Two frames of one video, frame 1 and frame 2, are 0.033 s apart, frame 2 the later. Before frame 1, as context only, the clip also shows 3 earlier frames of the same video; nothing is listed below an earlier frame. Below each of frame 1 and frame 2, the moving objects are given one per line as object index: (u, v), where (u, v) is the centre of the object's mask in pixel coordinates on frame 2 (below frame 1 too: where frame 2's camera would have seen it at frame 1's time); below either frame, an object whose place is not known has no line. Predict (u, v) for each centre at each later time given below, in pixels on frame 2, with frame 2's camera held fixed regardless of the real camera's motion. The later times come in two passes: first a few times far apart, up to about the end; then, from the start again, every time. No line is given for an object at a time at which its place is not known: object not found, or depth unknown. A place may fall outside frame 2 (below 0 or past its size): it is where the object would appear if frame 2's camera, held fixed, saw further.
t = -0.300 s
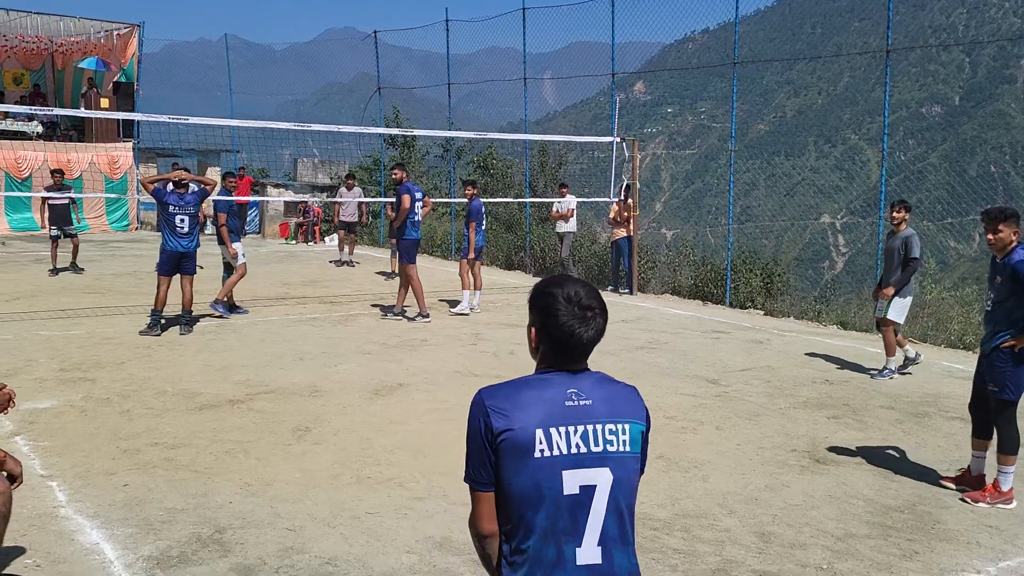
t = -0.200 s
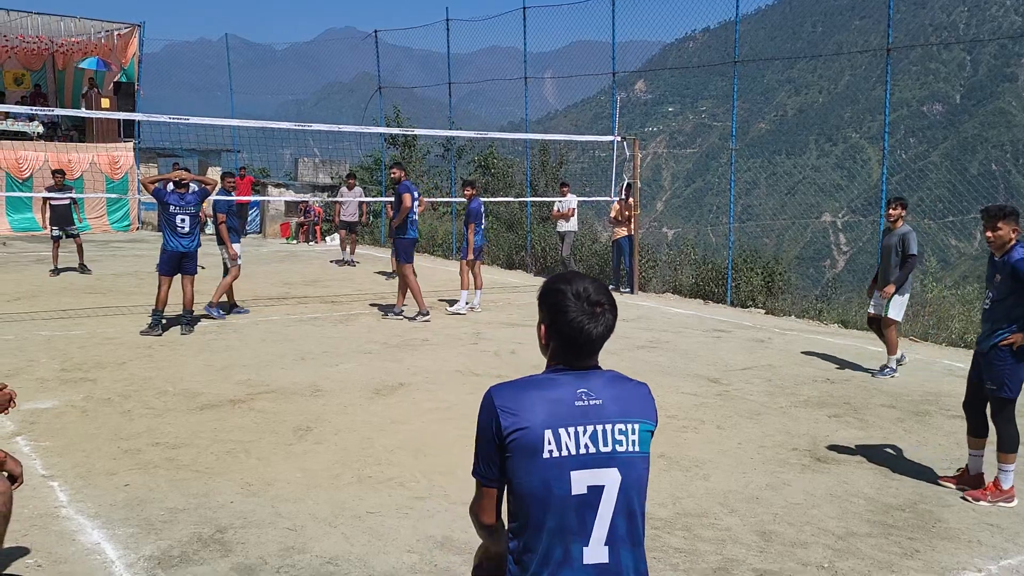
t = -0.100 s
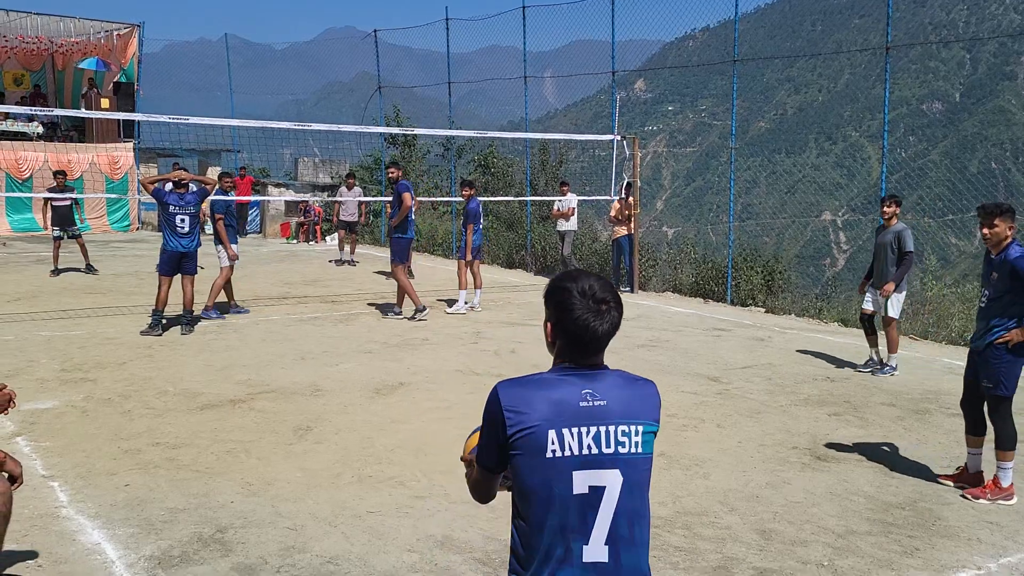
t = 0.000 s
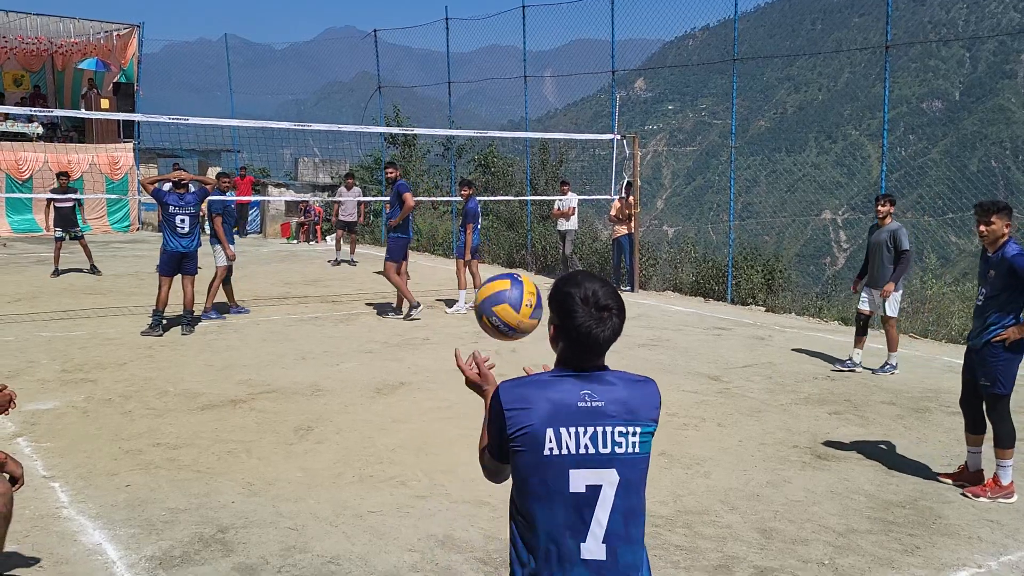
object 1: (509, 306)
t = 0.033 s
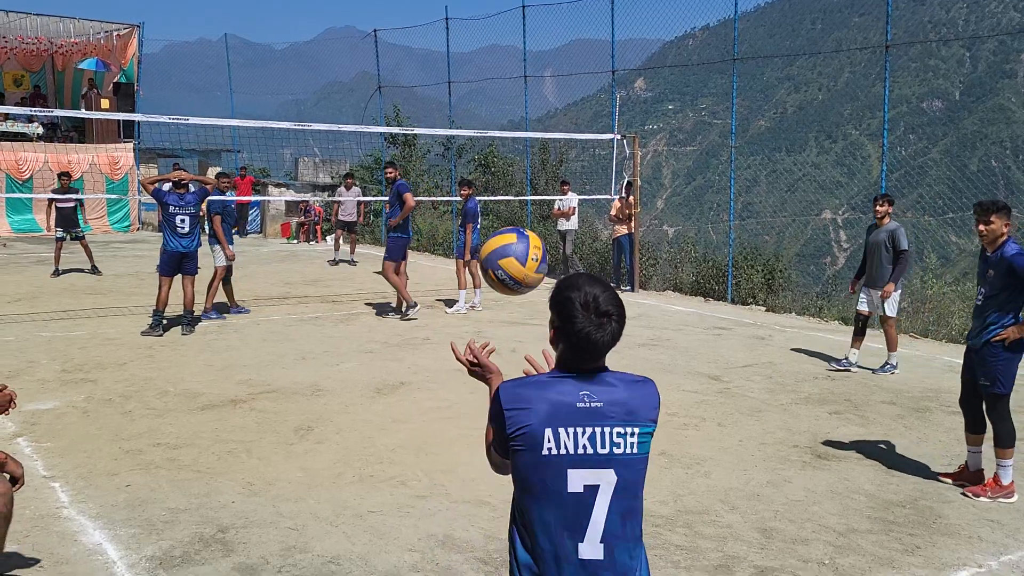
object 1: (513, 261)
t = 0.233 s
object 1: (542, 69)
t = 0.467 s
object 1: (570, 25)
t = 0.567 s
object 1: (580, 48)
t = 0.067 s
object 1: (519, 220)
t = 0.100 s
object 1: (524, 182)
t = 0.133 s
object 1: (528, 148)
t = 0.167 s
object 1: (533, 118)
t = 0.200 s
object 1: (537, 92)
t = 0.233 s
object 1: (542, 69)
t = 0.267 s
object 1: (546, 51)
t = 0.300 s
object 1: (551, 36)
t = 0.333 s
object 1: (555, 28)
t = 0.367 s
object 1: (559, 25)
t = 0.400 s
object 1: (562, 23)
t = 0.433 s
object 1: (566, 23)
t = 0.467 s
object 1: (570, 25)
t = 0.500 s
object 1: (573, 28)
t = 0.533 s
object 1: (577, 35)
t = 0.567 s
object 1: (580, 48)
